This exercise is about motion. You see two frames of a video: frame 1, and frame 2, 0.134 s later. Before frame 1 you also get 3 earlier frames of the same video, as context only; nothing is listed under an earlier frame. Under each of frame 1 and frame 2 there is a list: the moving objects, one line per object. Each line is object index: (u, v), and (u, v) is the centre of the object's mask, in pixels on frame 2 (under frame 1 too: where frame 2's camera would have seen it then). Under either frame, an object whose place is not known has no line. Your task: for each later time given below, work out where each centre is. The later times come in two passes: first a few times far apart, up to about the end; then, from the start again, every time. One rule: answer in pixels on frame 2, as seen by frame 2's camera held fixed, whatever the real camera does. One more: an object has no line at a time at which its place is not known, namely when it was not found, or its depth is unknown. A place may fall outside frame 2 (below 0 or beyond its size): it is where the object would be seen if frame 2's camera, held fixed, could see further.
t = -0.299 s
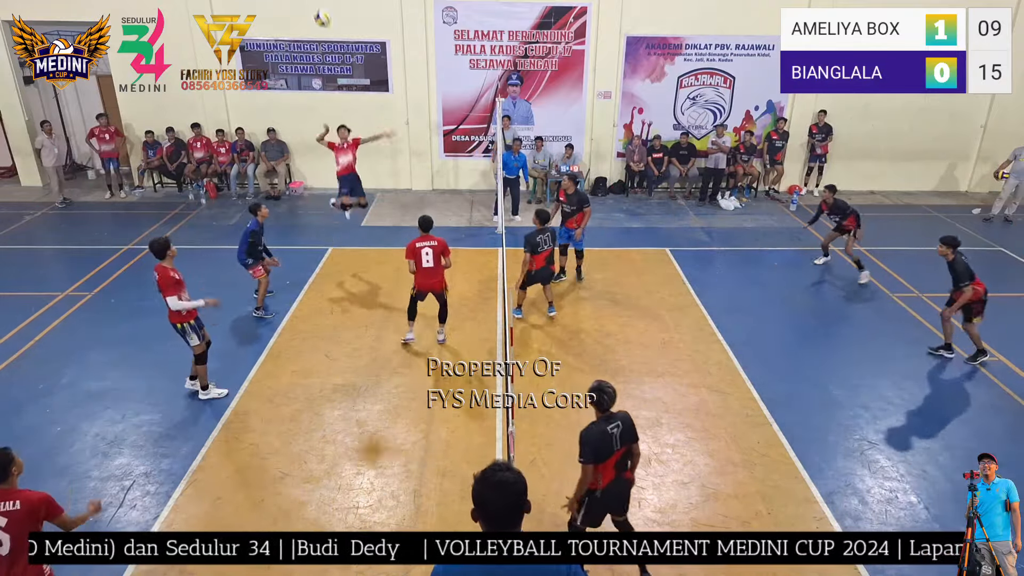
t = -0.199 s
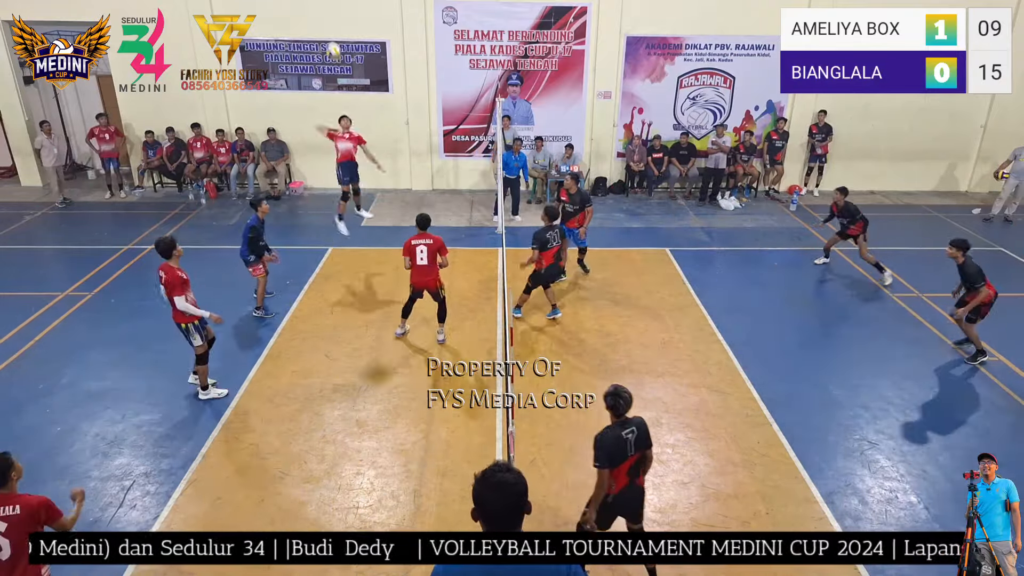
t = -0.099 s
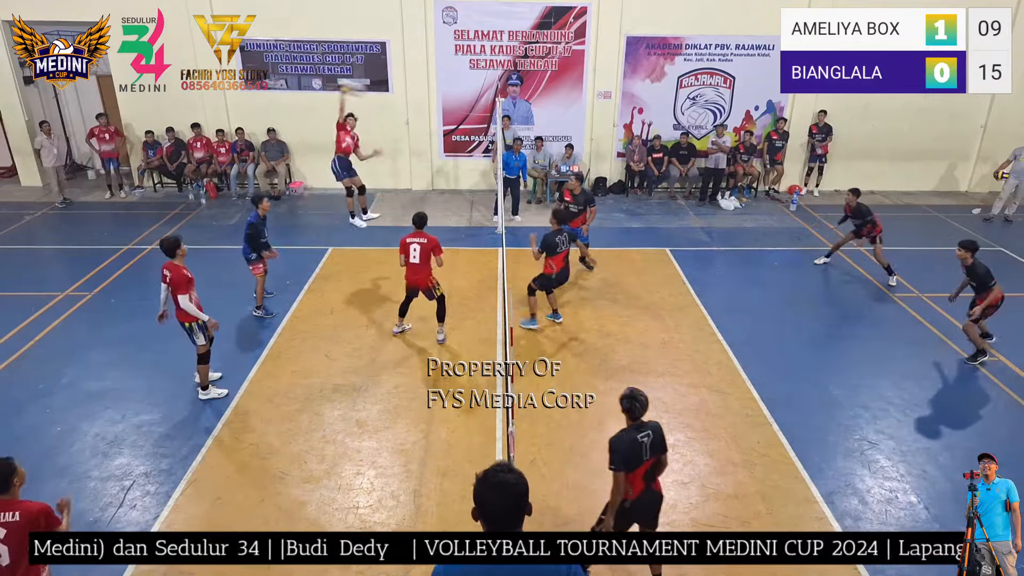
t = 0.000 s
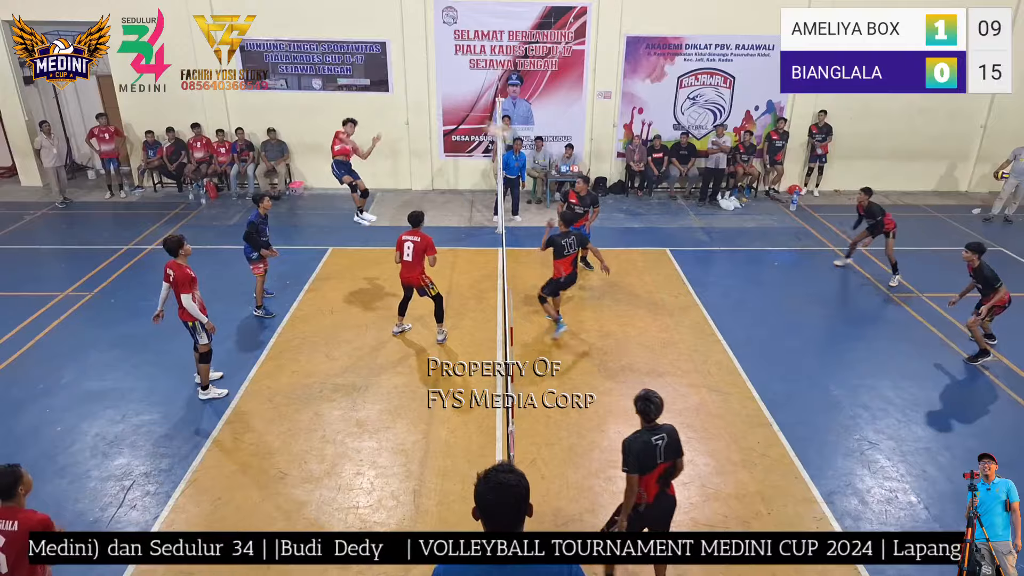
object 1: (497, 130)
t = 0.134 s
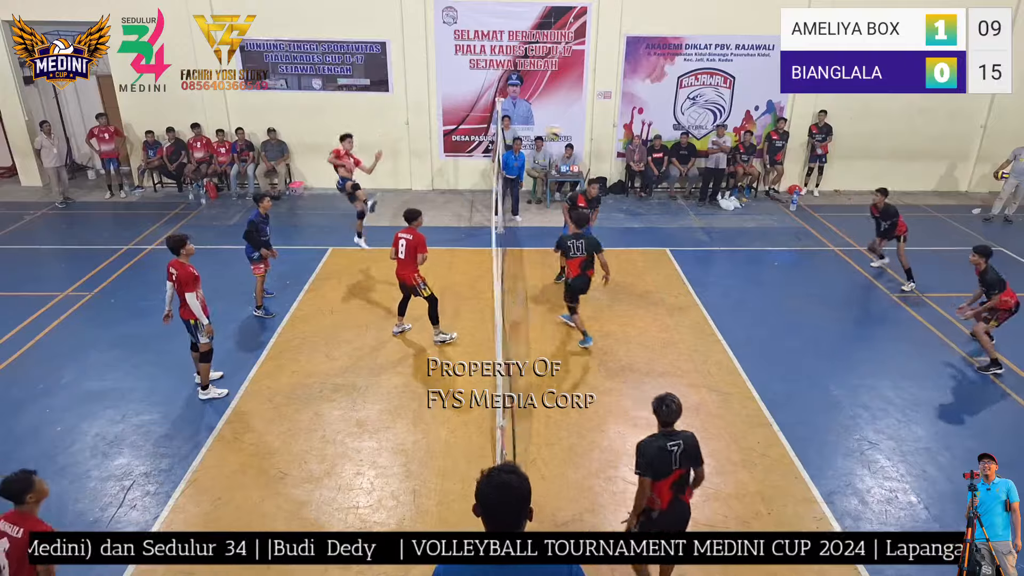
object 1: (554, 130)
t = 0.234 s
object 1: (595, 141)
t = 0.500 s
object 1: (714, 207)
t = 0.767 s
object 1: (841, 349)
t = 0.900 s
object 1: (907, 413)
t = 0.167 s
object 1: (565, 134)
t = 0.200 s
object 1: (580, 136)
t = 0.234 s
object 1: (595, 141)
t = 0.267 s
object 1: (607, 145)
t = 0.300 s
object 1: (624, 150)
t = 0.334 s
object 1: (637, 157)
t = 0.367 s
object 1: (653, 164)
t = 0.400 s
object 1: (668, 173)
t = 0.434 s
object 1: (684, 185)
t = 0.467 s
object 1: (700, 194)
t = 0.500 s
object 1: (714, 207)
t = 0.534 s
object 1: (731, 221)
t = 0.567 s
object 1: (747, 236)
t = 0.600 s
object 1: (764, 252)
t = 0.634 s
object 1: (780, 268)
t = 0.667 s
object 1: (795, 287)
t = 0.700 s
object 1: (811, 306)
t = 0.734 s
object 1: (826, 327)
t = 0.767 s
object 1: (841, 349)
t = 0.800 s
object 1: (856, 371)
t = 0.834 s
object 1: (871, 395)
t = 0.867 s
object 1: (884, 421)
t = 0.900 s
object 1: (907, 413)
